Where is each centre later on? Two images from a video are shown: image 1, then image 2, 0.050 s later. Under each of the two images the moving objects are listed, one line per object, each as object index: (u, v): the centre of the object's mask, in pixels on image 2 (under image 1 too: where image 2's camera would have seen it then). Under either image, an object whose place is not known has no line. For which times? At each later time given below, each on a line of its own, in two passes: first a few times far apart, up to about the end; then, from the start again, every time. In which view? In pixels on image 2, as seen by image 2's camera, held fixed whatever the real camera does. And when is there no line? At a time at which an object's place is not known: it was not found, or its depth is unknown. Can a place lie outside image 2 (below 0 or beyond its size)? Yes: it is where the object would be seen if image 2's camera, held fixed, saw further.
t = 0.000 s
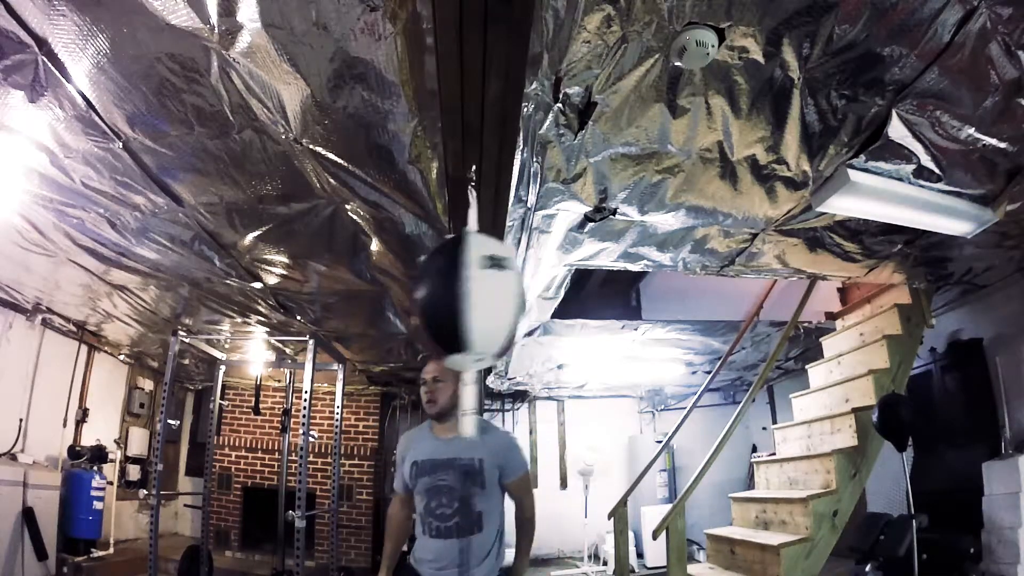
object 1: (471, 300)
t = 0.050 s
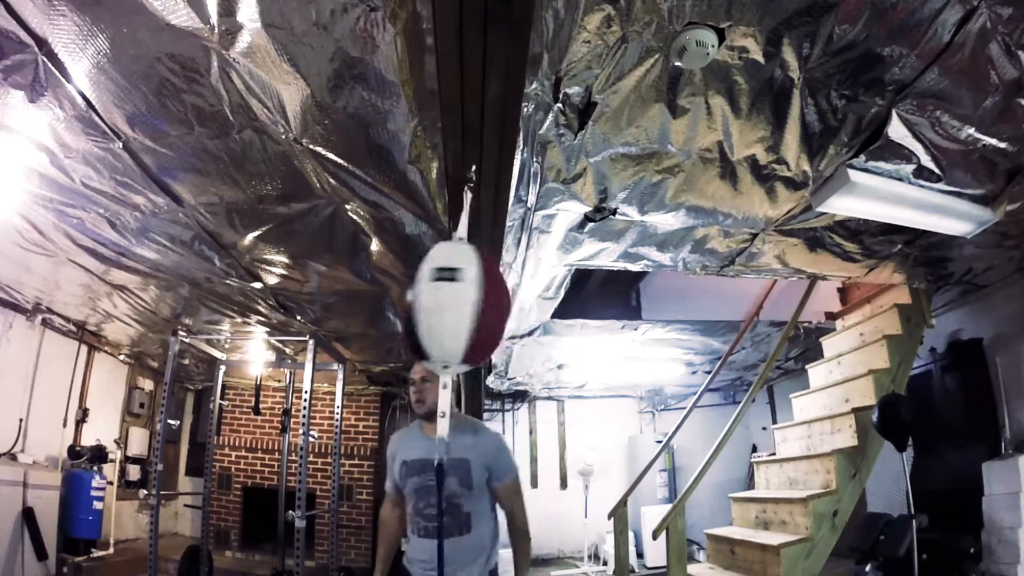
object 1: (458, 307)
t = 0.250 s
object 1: (454, 308)
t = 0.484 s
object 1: (467, 307)
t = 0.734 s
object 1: (471, 304)
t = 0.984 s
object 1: (461, 306)
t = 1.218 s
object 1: (462, 308)
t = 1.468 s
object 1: (473, 306)
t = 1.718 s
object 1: (468, 306)
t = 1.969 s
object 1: (461, 306)
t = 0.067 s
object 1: (457, 307)
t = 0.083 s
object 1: (459, 307)
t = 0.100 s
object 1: (465, 308)
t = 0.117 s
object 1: (473, 307)
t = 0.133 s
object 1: (480, 304)
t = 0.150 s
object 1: (482, 302)
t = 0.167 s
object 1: (478, 302)
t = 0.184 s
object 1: (472, 304)
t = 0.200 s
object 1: (465, 306)
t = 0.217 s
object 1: (459, 307)
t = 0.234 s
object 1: (455, 307)
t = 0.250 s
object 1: (454, 308)
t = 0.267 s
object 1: (458, 309)
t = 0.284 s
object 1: (469, 308)
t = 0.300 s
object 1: (473, 305)
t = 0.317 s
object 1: (476, 303)
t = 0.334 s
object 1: (478, 302)
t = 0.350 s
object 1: (477, 302)
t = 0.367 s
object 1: (472, 303)
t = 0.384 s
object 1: (465, 305)
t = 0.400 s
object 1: (458, 306)
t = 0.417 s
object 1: (457, 307)
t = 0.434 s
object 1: (456, 308)
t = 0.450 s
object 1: (457, 309)
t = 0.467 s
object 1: (462, 309)
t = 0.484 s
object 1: (467, 307)
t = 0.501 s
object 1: (471, 306)
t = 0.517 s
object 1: (474, 305)
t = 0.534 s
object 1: (473, 303)
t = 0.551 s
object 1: (470, 303)
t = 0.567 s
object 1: (466, 304)
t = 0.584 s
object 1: (463, 305)
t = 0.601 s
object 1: (461, 306)
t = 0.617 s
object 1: (460, 307)
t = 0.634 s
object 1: (460, 307)
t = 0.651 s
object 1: (462, 308)
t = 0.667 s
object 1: (466, 308)
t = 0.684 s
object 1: (465, 305)
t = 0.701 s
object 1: (470, 304)
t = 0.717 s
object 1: (472, 304)
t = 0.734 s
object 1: (471, 304)
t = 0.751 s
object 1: (467, 305)
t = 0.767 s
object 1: (463, 306)
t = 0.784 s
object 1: (459, 306)
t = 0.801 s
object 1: (457, 307)
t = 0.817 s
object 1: (458, 307)
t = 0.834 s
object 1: (462, 306)
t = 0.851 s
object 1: (467, 305)
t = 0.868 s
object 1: (472, 305)
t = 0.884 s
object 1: (476, 305)
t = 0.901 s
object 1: (474, 305)
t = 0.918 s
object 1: (472, 304)
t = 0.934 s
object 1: (469, 304)
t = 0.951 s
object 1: (465, 304)
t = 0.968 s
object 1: (462, 305)
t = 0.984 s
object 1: (461, 306)
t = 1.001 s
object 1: (461, 307)
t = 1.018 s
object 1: (462, 308)
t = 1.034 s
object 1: (464, 308)
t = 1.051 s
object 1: (467, 308)
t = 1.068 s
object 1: (470, 307)
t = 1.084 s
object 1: (471, 304)
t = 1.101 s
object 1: (472, 304)
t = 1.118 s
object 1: (471, 304)
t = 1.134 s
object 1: (467, 305)
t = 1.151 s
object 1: (464, 306)
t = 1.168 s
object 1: (461, 306)
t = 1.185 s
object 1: (460, 307)
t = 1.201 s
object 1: (460, 308)
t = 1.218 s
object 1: (462, 308)
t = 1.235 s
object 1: (466, 307)
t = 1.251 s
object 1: (470, 307)
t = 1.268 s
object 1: (473, 306)
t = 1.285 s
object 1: (474, 305)
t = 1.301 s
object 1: (473, 305)
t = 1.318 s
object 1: (470, 305)
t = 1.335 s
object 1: (466, 306)
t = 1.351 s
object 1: (463, 307)
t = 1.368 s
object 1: (461, 308)
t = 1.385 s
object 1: (461, 308)
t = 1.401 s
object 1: (462, 308)
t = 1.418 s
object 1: (464, 308)
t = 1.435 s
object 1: (467, 307)
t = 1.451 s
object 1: (471, 306)
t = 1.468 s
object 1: (473, 306)
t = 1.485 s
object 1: (473, 306)
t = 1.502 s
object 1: (472, 306)
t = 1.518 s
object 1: (469, 306)
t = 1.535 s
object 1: (466, 307)
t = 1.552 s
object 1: (463, 307)
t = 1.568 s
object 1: (462, 307)
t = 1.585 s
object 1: (462, 307)
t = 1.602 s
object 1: (463, 307)
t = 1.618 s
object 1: (466, 306)
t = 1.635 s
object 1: (469, 306)
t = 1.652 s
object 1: (471, 305)
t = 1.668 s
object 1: (473, 305)
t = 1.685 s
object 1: (472, 305)
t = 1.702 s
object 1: (471, 305)
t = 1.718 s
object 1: (468, 306)
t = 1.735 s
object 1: (470, 305)
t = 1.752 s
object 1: (467, 305)
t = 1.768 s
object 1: (464, 307)
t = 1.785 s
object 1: (465, 307)
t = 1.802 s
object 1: (468, 305)
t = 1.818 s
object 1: (469, 305)
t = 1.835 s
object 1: (472, 304)
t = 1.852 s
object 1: (473, 303)
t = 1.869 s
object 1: (472, 303)
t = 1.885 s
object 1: (469, 303)
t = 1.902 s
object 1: (466, 304)
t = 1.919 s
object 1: (463, 305)
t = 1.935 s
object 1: (461, 306)
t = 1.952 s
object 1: (460, 306)
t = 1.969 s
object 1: (461, 306)
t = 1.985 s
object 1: (464, 306)
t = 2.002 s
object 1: (467, 306)
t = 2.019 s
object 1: (469, 305)
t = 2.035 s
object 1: (470, 305)
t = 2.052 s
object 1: (470, 305)
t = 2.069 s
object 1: (468, 305)
